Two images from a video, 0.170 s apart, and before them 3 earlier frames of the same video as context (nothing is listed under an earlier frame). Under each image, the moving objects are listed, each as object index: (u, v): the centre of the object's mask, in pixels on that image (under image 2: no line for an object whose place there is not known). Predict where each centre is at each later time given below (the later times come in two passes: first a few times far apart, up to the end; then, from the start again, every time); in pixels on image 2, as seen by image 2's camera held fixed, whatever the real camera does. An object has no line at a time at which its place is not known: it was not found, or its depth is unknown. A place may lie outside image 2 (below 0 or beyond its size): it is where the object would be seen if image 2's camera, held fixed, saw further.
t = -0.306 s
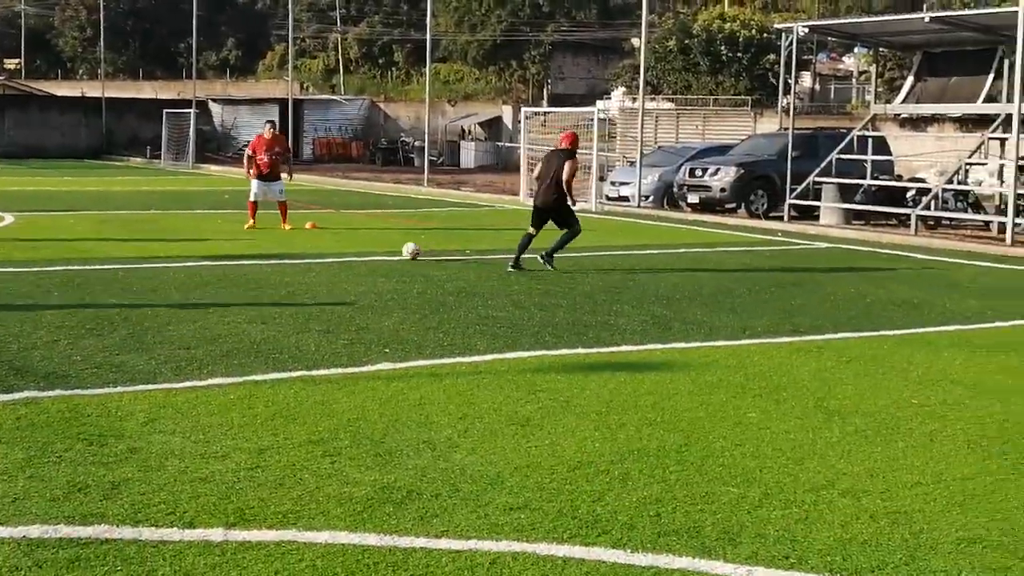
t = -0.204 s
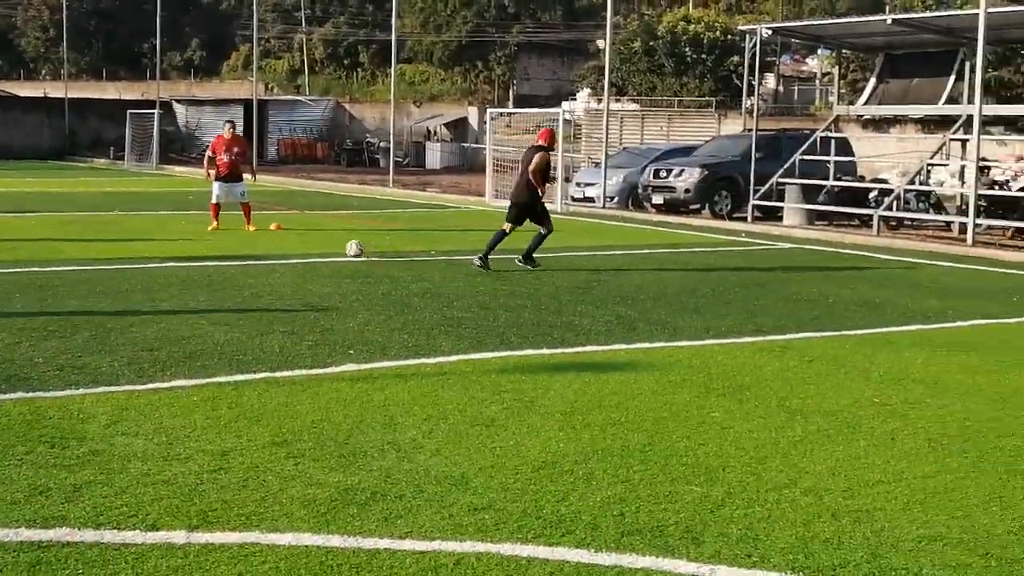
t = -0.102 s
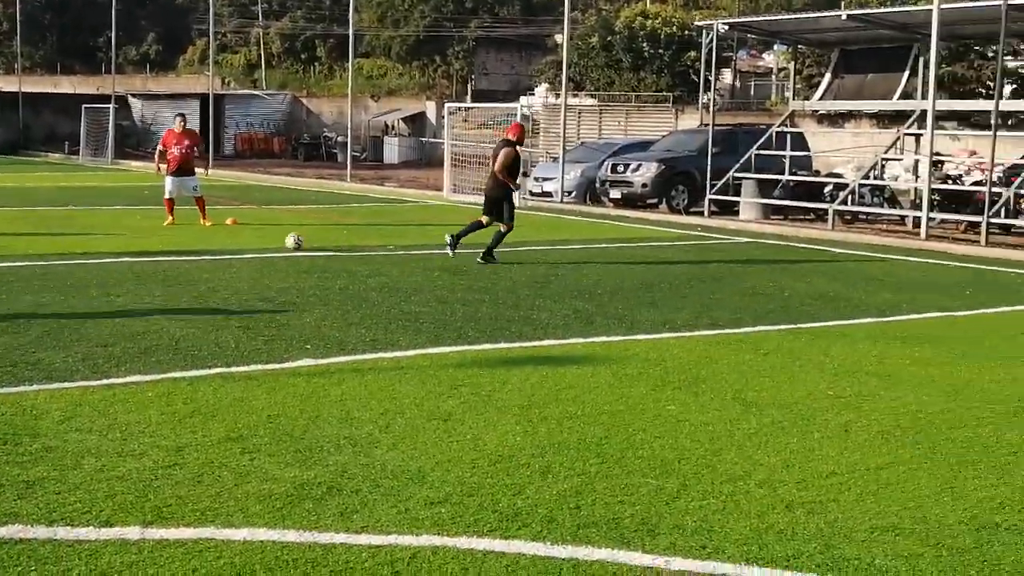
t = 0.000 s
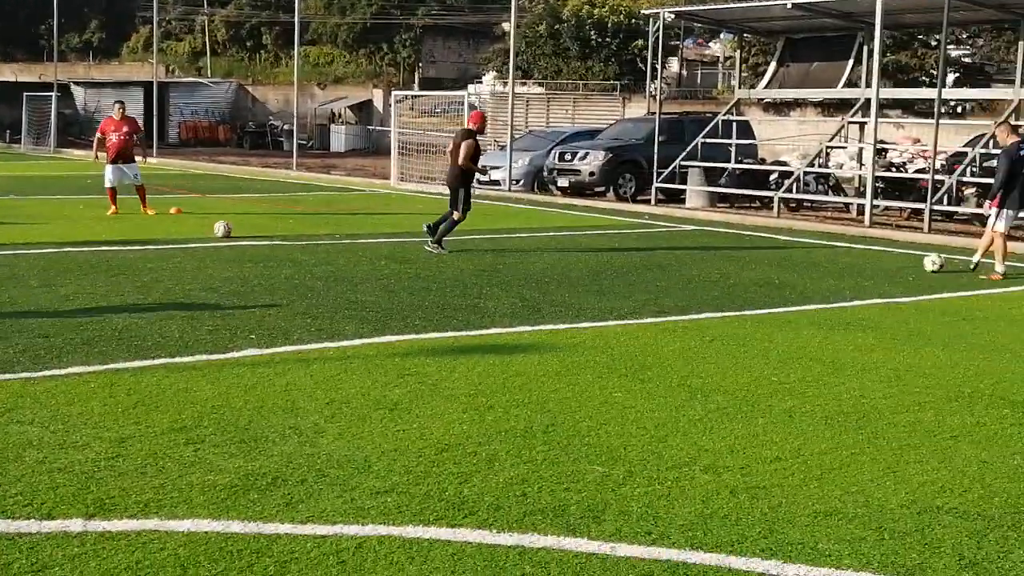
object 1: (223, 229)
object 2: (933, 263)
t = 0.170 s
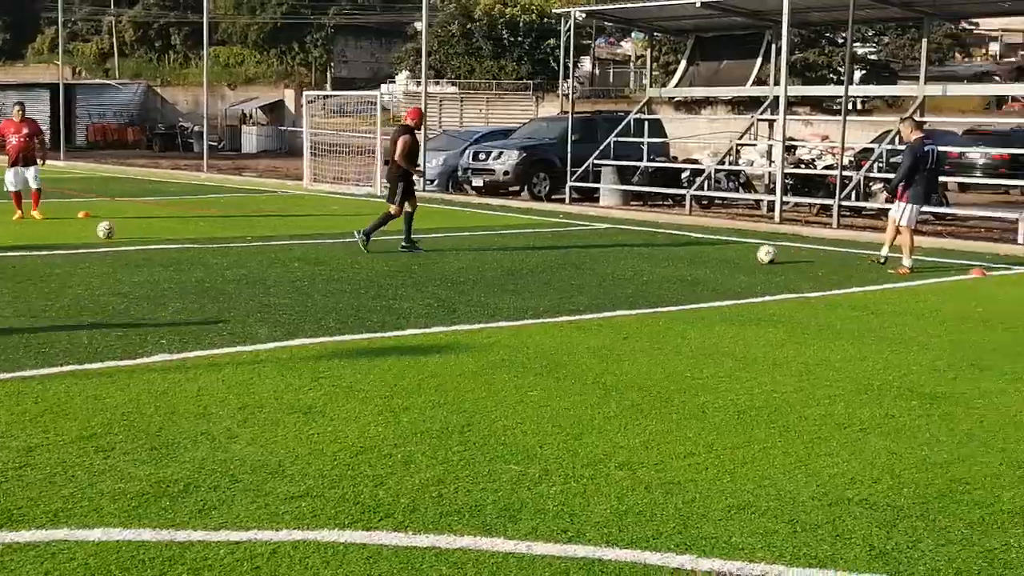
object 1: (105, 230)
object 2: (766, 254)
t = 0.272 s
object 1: (90, 228)
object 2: (727, 252)
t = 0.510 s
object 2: (653, 249)
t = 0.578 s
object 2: (635, 249)
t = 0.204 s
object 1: (100, 230)
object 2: (753, 253)
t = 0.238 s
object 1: (95, 228)
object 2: (740, 253)
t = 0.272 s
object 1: (90, 228)
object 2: (727, 252)
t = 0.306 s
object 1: (85, 227)
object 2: (716, 251)
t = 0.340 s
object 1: (79, 227)
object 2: (704, 252)
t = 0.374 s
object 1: (75, 226)
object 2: (693, 252)
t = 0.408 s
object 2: (683, 251)
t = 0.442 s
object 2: (674, 251)
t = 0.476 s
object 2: (663, 250)
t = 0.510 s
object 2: (653, 249)
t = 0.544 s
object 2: (644, 249)
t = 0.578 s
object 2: (635, 249)
